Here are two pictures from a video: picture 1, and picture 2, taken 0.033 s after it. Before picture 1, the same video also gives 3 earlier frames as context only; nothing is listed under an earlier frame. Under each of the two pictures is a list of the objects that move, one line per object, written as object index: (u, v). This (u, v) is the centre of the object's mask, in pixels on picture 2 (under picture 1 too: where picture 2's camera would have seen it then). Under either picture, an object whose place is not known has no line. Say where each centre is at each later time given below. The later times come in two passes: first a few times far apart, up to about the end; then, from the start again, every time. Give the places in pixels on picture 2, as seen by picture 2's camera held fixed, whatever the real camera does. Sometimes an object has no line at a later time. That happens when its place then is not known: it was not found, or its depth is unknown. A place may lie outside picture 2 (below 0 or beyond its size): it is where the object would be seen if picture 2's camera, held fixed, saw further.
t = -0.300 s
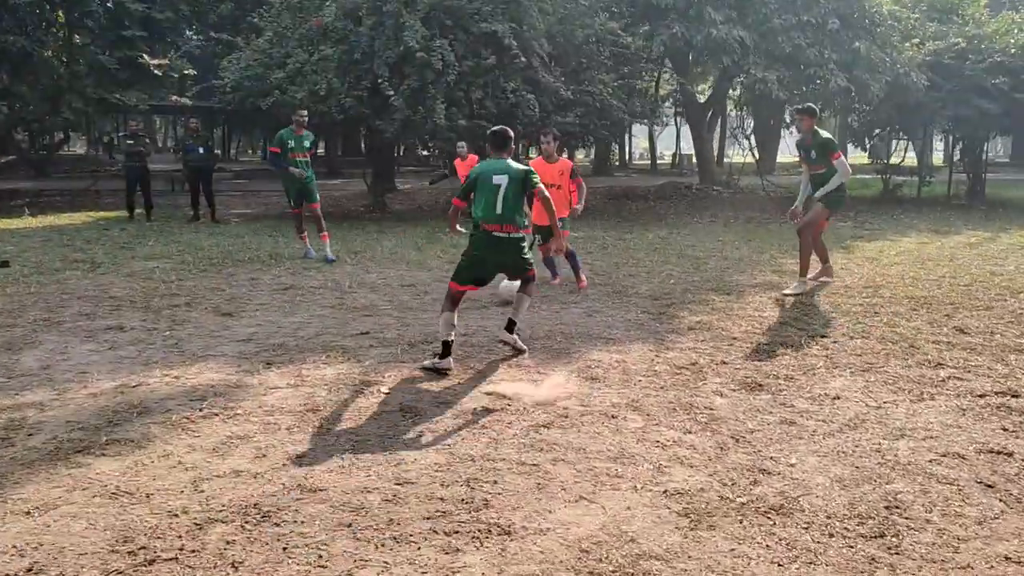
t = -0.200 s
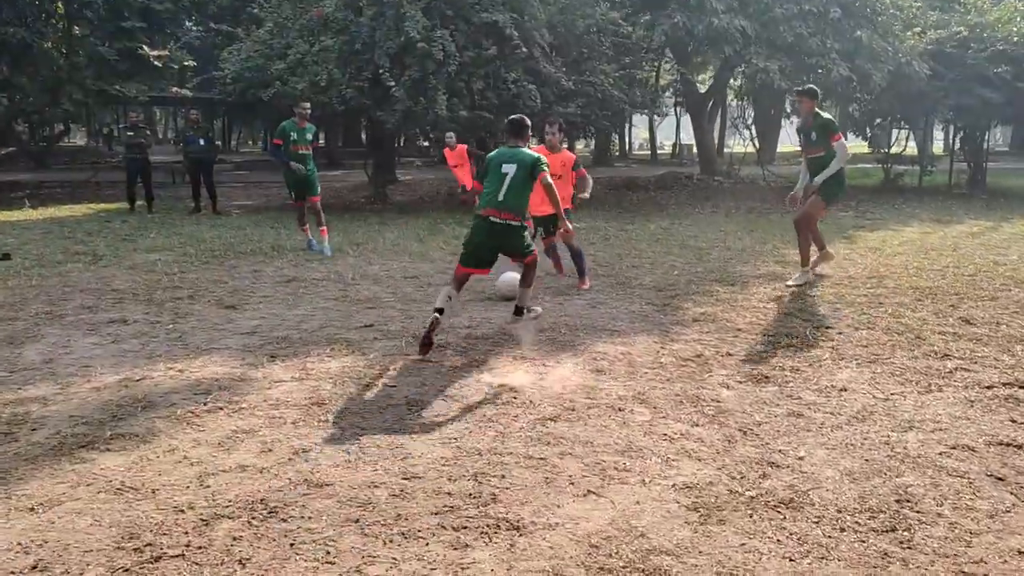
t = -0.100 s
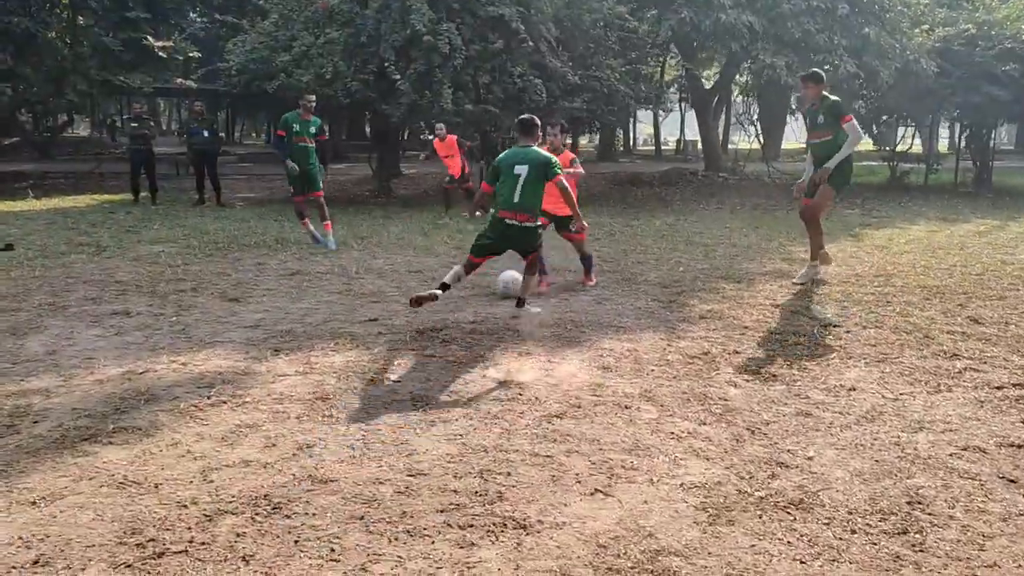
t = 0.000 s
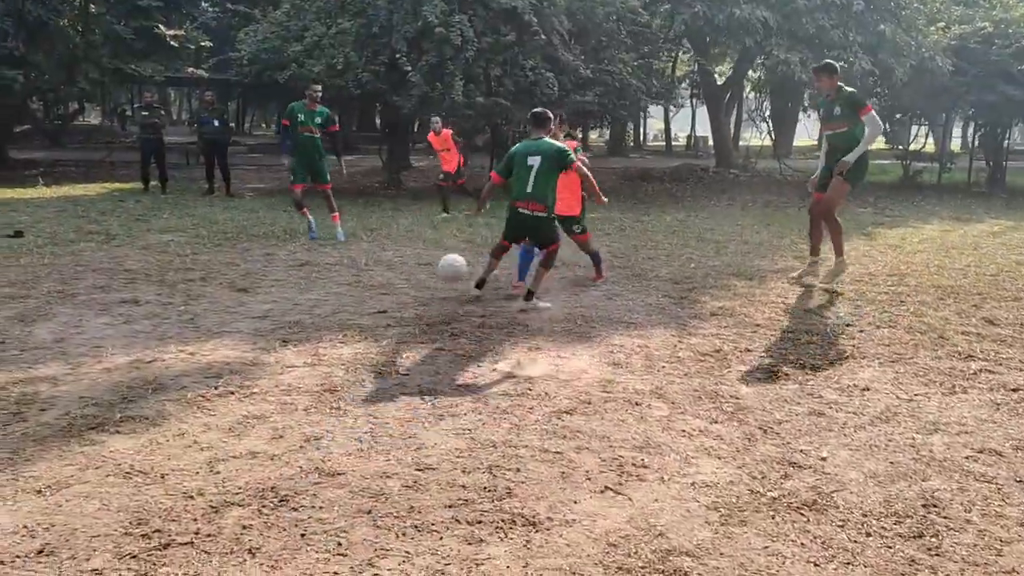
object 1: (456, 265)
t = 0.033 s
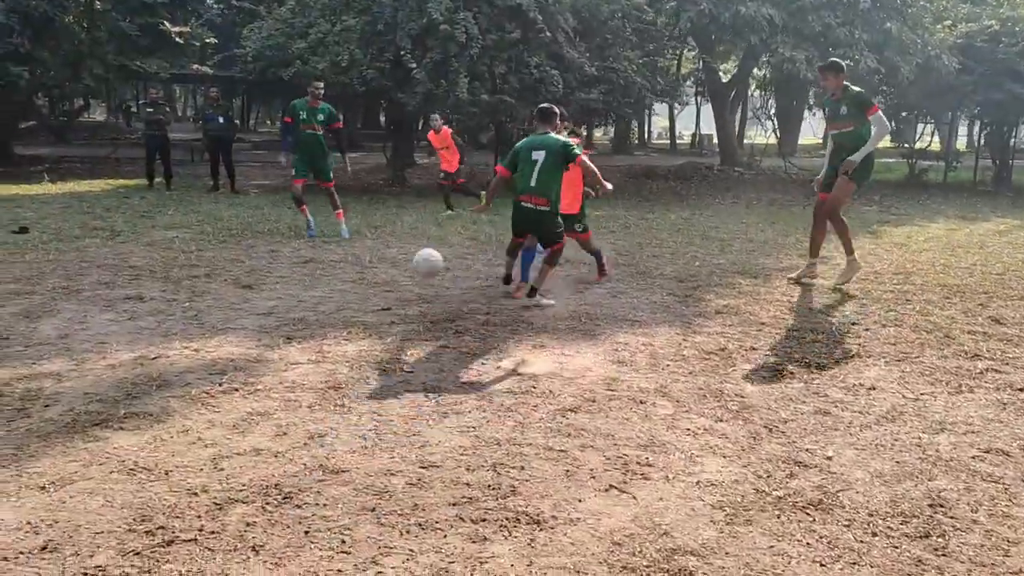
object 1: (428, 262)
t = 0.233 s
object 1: (232, 281)
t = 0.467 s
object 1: (21, 283)
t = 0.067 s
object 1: (398, 263)
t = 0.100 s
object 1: (366, 263)
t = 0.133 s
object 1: (334, 266)
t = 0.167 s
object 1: (302, 269)
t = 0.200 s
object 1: (267, 274)
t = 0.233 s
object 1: (232, 281)
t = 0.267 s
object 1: (196, 291)
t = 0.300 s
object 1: (163, 296)
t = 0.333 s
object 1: (136, 290)
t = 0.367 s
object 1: (109, 283)
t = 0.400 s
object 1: (80, 280)
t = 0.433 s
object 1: (52, 282)
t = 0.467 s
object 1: (21, 283)
